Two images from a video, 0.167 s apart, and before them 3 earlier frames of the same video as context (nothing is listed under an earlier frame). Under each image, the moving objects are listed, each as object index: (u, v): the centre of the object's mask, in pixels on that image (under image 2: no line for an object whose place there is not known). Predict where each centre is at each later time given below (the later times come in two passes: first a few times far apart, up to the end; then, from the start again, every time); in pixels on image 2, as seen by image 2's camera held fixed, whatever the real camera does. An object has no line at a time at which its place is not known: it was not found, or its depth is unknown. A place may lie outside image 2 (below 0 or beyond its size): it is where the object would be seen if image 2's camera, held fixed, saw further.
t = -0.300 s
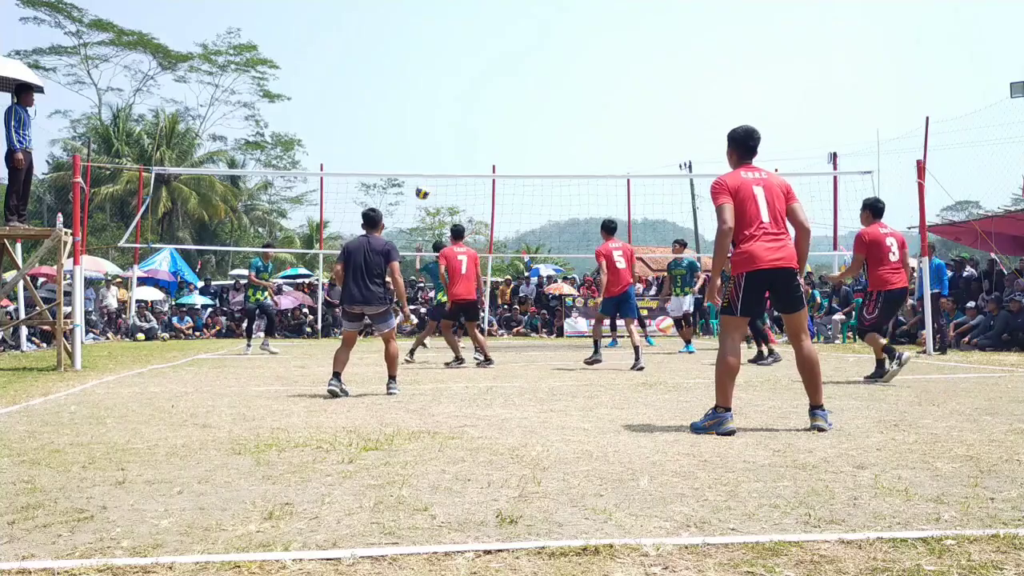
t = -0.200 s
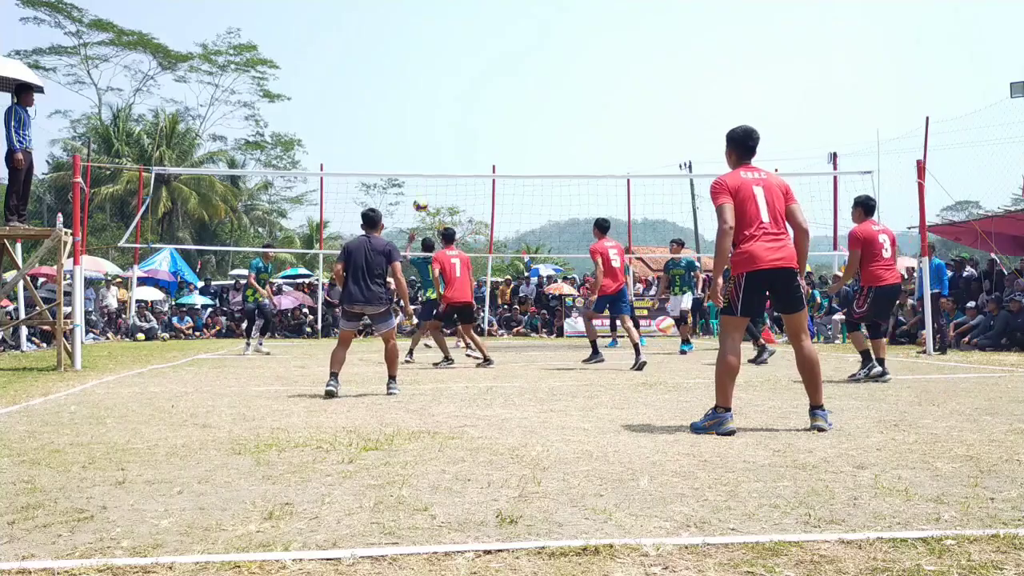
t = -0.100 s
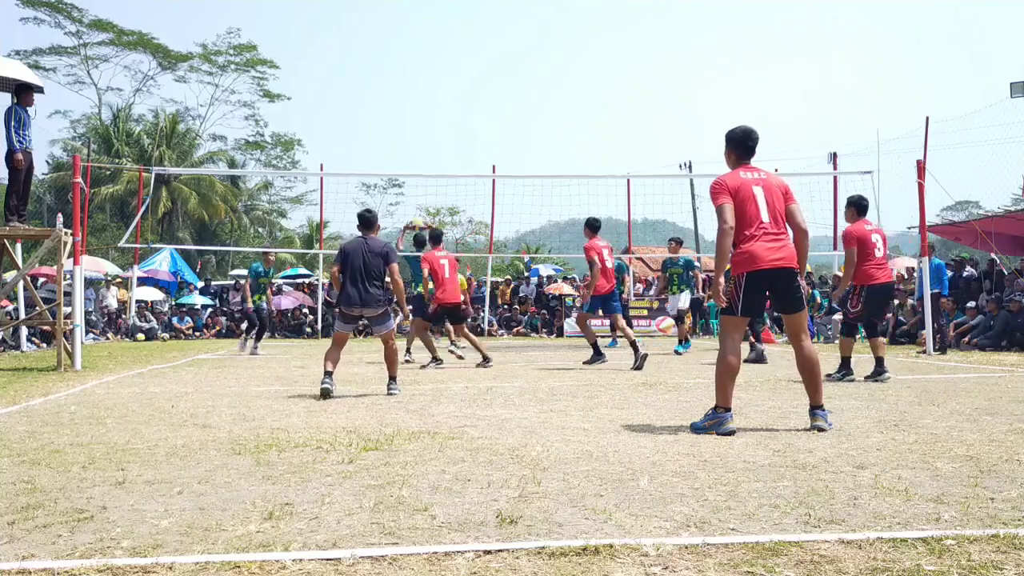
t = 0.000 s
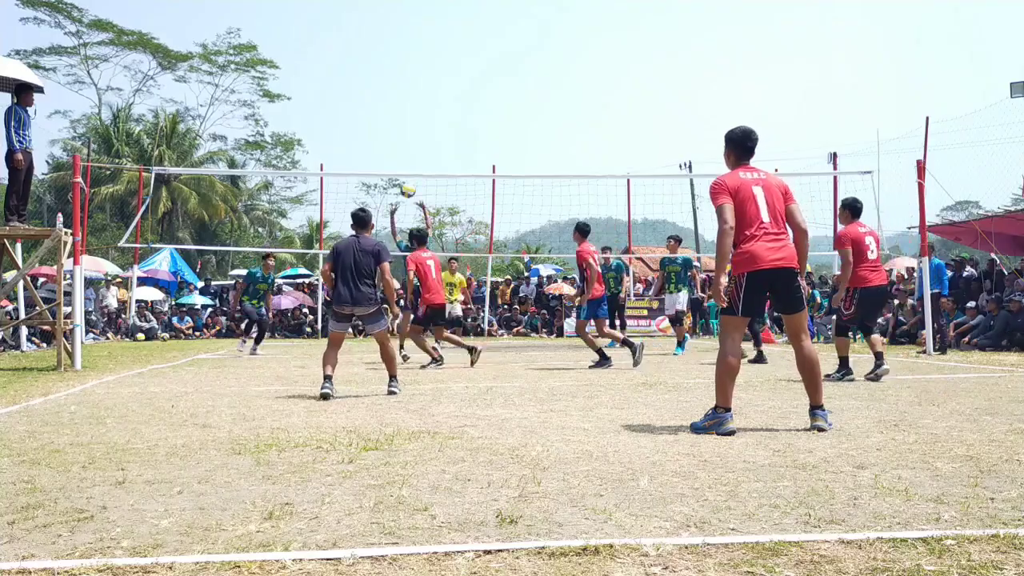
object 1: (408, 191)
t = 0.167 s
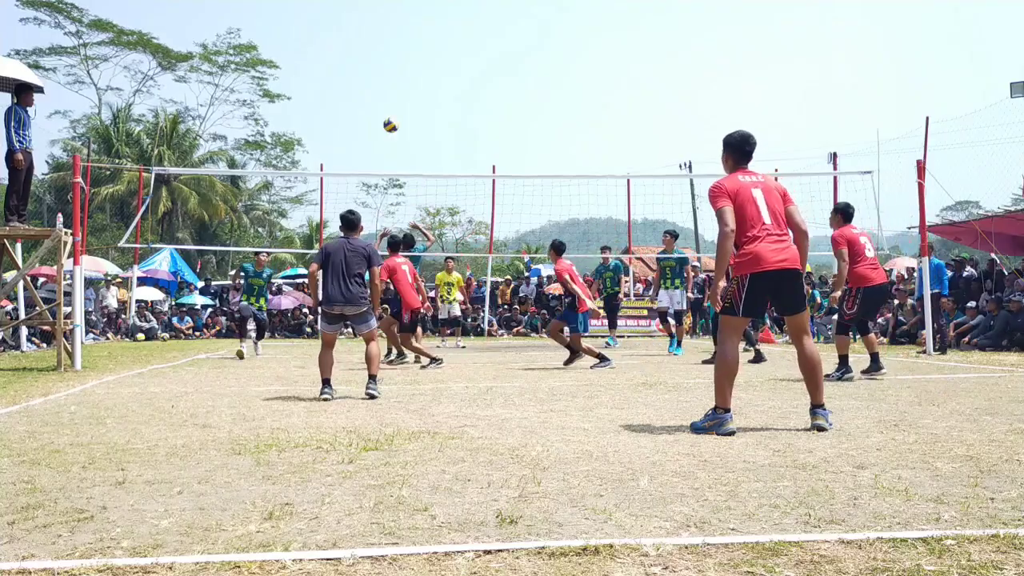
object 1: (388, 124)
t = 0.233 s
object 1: (382, 103)
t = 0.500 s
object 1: (355, 53)
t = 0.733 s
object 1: (337, 55)
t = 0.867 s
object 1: (325, 72)
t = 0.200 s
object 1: (385, 113)
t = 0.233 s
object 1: (382, 103)
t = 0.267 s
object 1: (379, 94)
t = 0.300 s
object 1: (376, 85)
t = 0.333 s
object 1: (375, 77)
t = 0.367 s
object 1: (372, 70)
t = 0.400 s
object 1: (370, 65)
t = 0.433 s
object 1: (362, 60)
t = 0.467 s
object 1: (358, 57)
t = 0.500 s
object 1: (355, 53)
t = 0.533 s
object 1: (352, 50)
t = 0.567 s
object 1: (350, 48)
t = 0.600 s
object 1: (346, 48)
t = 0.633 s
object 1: (344, 48)
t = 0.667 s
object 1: (343, 51)
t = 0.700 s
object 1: (340, 52)
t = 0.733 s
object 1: (337, 55)
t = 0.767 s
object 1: (334, 58)
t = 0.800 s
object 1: (331, 62)
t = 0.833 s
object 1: (328, 66)
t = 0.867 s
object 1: (325, 72)
